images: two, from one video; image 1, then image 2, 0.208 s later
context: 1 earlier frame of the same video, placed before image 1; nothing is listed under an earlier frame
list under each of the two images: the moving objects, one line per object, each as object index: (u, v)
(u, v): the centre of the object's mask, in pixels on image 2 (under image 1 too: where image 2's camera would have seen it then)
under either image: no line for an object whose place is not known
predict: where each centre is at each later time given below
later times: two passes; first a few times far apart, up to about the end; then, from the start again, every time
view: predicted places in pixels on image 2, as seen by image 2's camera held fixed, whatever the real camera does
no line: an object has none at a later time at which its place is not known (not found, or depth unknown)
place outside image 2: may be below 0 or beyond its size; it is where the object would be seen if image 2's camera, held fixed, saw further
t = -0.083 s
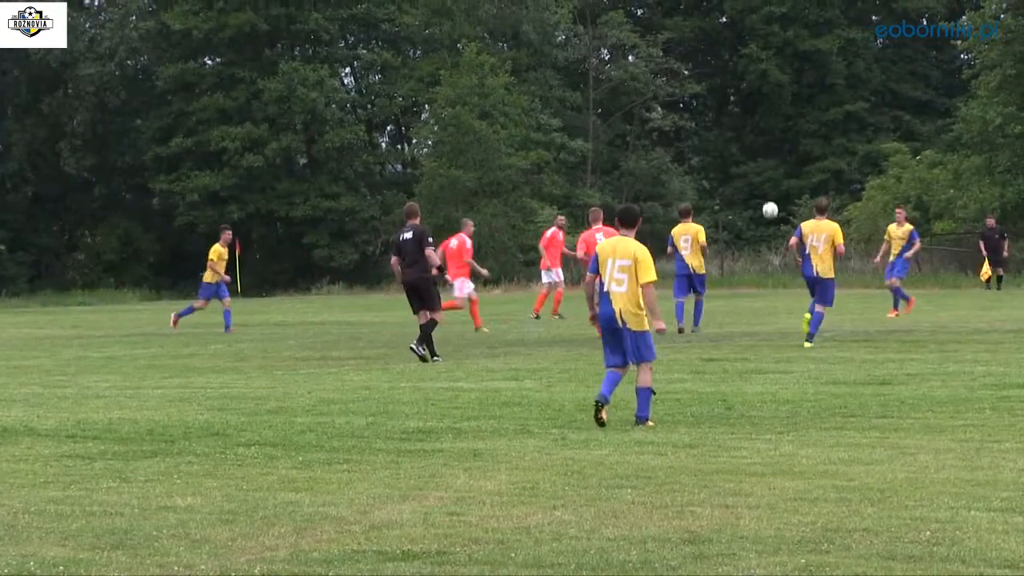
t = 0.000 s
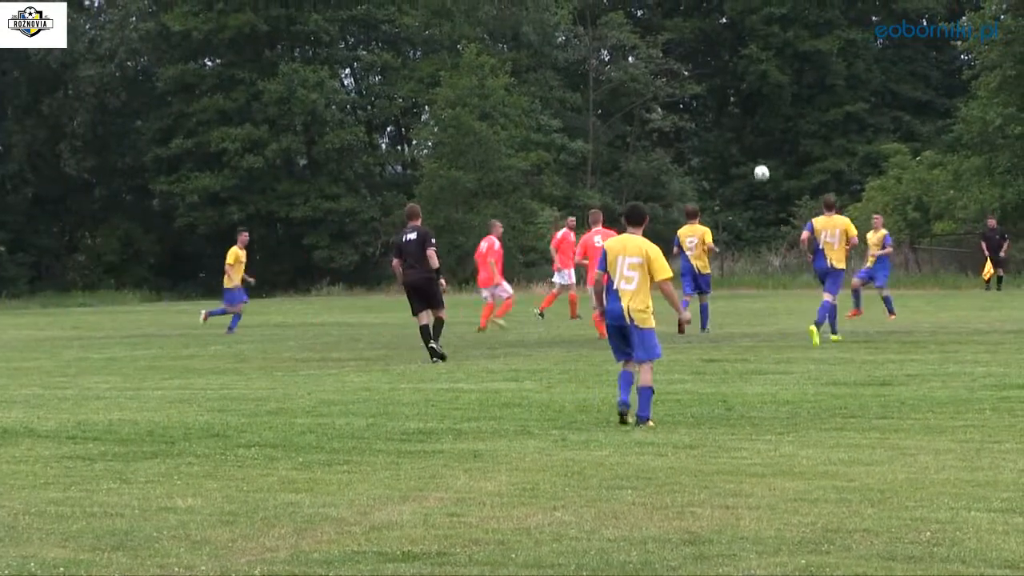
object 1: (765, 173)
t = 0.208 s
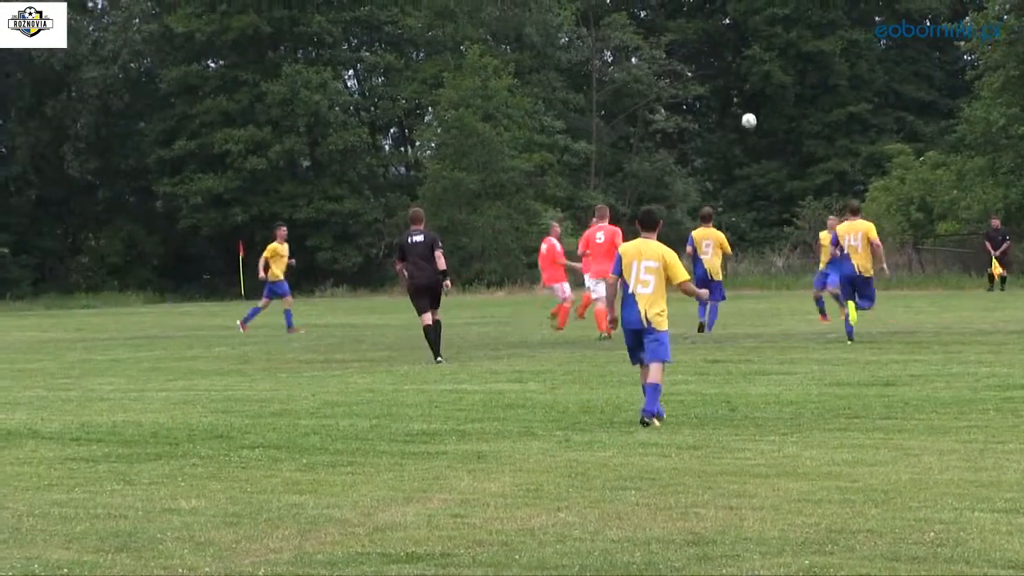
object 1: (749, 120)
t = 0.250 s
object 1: (746, 113)
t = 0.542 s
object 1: (725, 96)
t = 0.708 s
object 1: (715, 111)
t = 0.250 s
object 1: (746, 113)
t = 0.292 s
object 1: (742, 107)
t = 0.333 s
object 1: (740, 103)
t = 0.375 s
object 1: (737, 99)
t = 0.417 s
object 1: (734, 96)
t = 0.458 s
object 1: (730, 94)
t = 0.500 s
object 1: (727, 94)
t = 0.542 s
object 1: (725, 96)
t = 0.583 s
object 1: (722, 98)
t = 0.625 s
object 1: (719, 101)
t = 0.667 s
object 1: (717, 105)
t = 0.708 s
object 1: (715, 111)
